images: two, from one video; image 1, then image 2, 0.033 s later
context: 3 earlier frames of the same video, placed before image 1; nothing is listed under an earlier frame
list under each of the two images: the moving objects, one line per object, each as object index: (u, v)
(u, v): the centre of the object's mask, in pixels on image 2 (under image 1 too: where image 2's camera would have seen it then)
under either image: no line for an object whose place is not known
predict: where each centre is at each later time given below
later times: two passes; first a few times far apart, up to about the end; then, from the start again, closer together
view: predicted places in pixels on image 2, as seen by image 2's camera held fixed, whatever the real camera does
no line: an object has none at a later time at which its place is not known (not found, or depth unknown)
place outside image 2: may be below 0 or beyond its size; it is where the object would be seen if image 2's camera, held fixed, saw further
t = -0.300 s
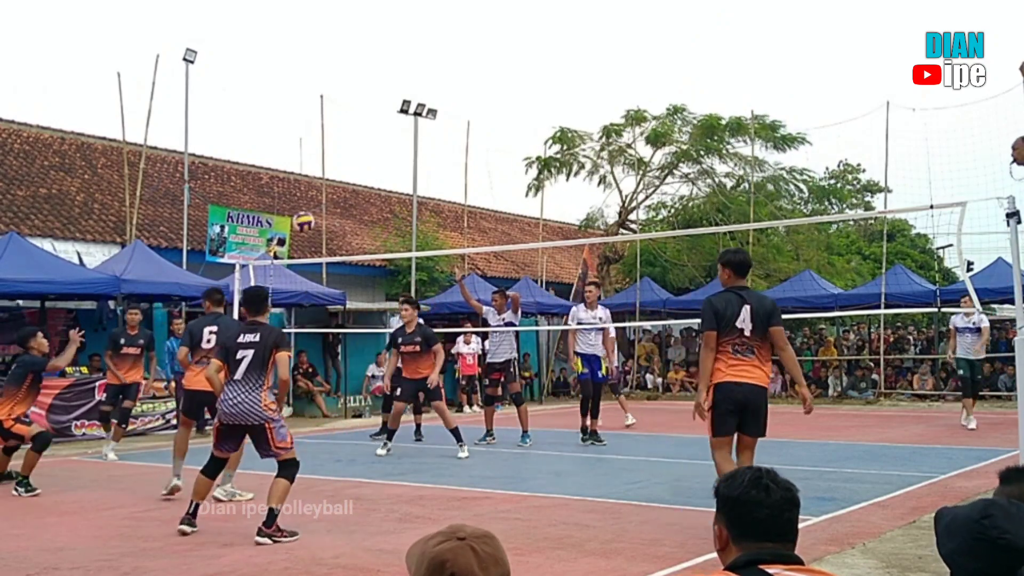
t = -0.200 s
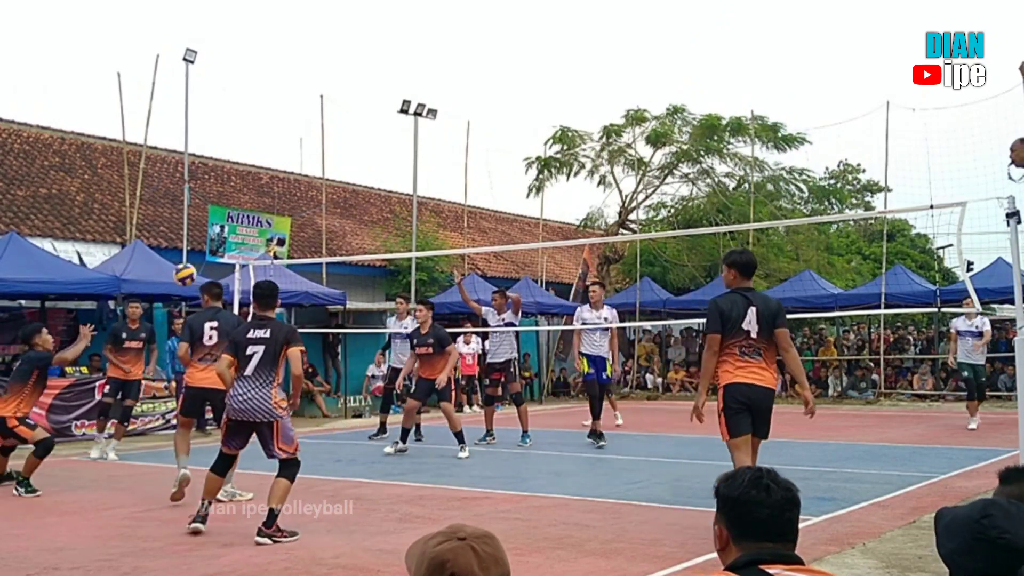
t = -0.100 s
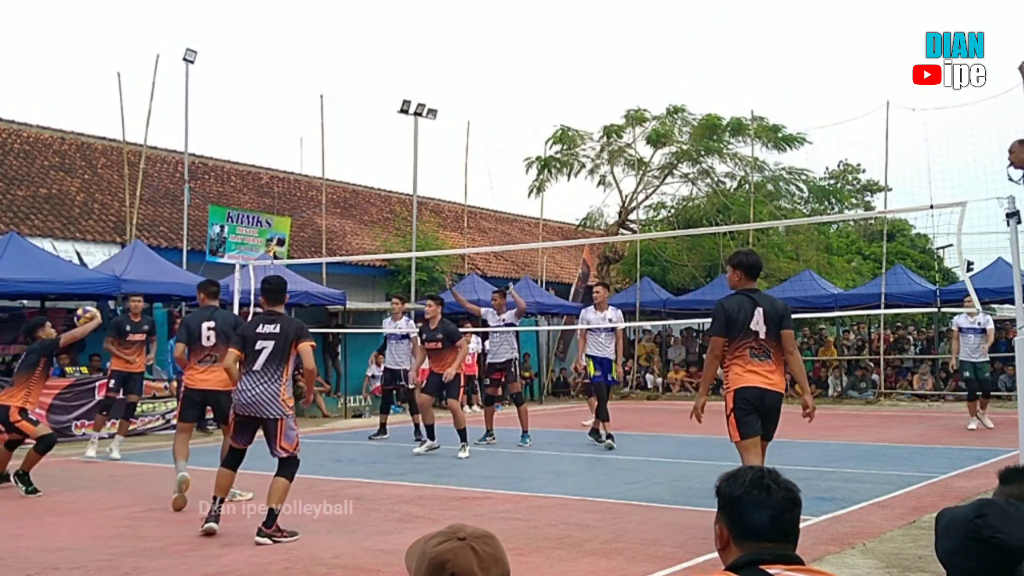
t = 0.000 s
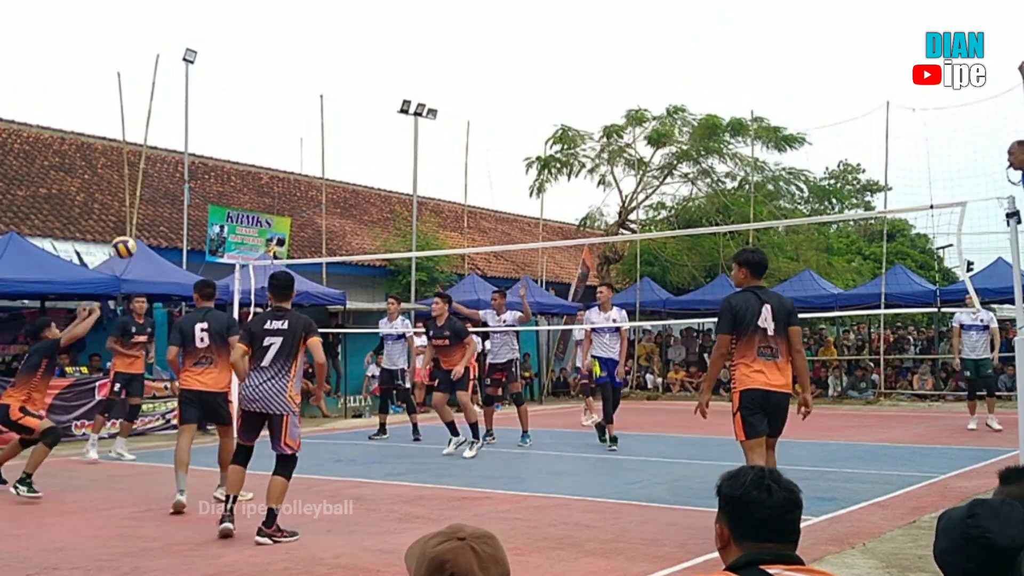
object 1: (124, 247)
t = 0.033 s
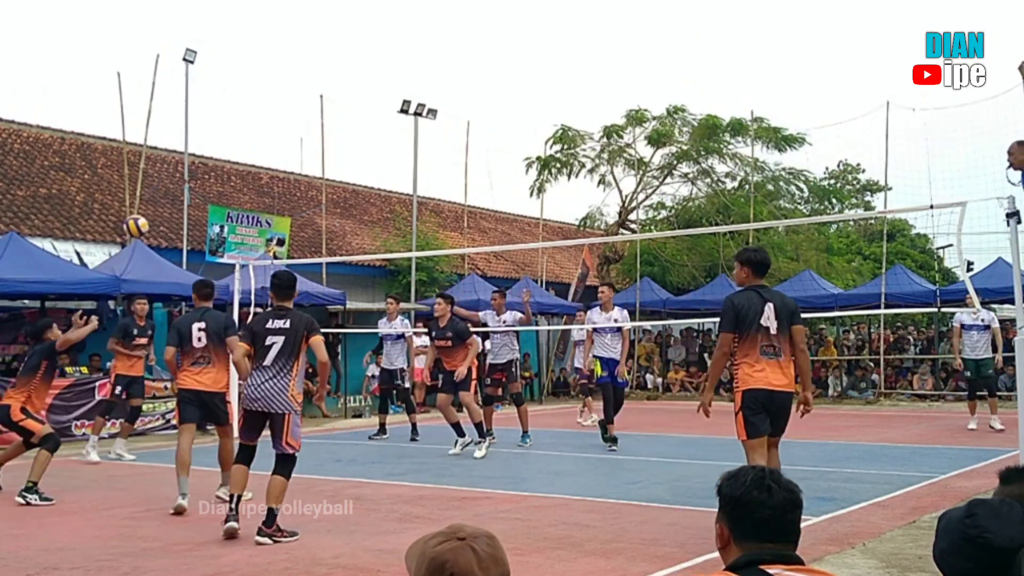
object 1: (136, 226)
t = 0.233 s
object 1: (205, 133)
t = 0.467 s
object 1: (276, 84)
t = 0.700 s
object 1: (342, 90)
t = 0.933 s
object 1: (400, 143)
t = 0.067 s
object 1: (148, 207)
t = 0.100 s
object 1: (160, 188)
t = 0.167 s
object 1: (183, 158)
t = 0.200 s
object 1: (194, 145)
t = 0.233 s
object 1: (205, 133)
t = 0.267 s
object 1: (215, 122)
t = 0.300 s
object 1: (226, 112)
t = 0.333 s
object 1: (236, 104)
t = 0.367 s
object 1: (246, 97)
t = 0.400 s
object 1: (257, 91)
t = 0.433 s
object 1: (267, 87)
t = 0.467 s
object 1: (276, 84)
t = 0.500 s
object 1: (286, 81)
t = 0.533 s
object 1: (296, 80)
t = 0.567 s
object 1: (305, 80)
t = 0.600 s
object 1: (314, 81)
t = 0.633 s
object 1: (324, 83)
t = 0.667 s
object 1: (333, 86)
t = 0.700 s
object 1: (342, 90)
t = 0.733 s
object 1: (350, 94)
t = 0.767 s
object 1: (359, 100)
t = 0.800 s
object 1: (367, 107)
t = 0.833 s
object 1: (376, 115)
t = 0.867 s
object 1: (384, 124)
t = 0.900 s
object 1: (392, 133)
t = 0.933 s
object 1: (400, 143)
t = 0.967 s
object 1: (408, 154)
